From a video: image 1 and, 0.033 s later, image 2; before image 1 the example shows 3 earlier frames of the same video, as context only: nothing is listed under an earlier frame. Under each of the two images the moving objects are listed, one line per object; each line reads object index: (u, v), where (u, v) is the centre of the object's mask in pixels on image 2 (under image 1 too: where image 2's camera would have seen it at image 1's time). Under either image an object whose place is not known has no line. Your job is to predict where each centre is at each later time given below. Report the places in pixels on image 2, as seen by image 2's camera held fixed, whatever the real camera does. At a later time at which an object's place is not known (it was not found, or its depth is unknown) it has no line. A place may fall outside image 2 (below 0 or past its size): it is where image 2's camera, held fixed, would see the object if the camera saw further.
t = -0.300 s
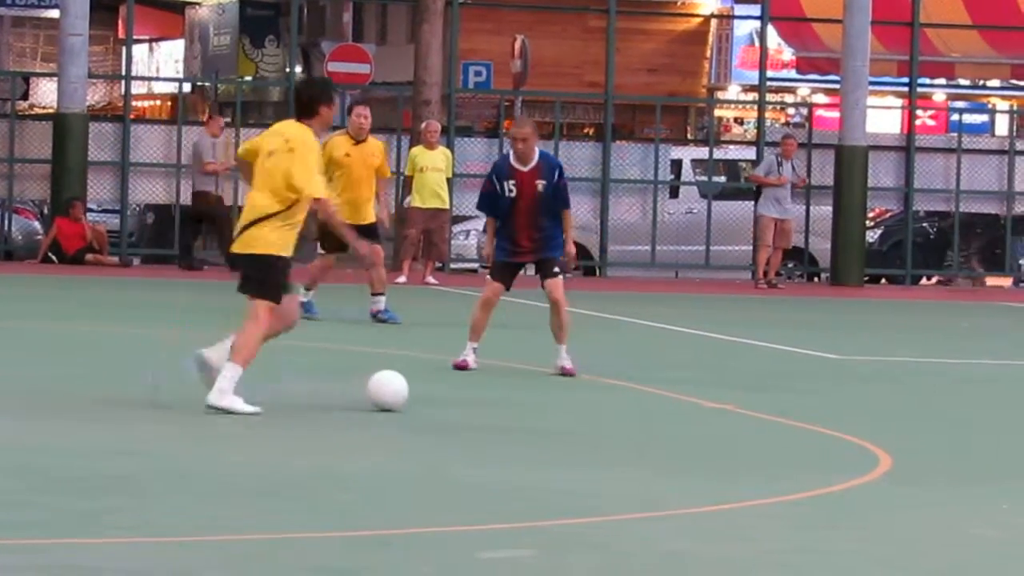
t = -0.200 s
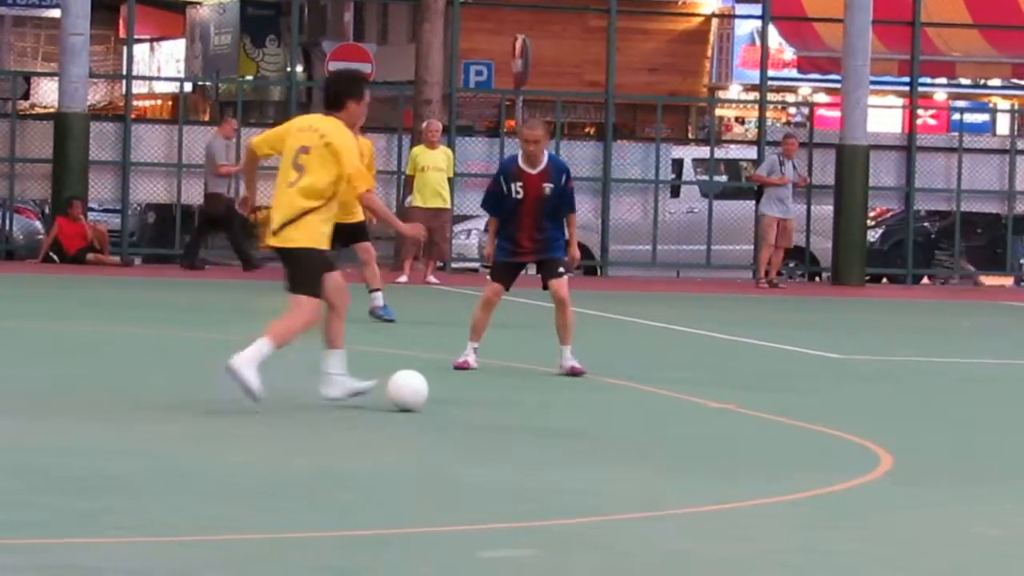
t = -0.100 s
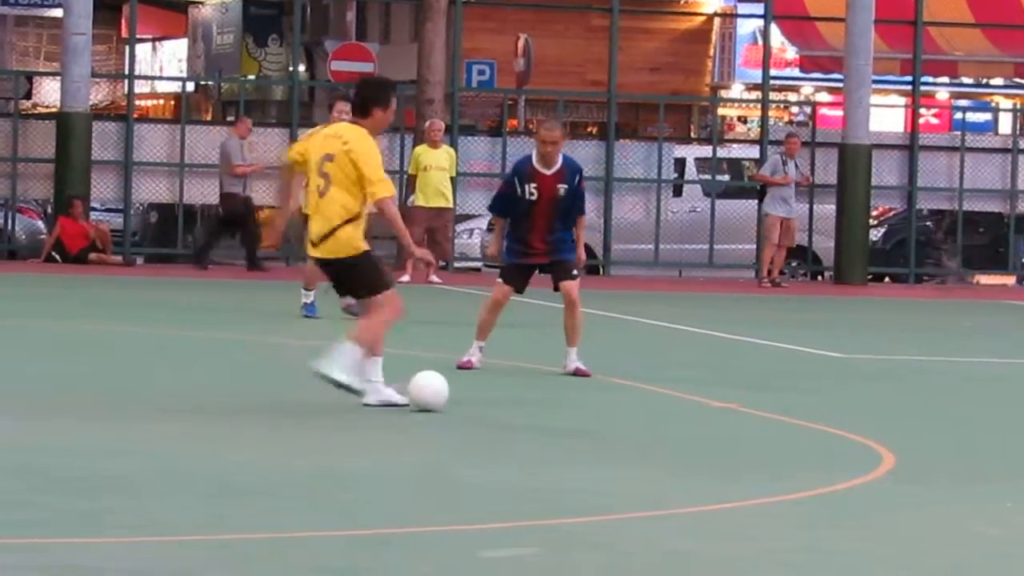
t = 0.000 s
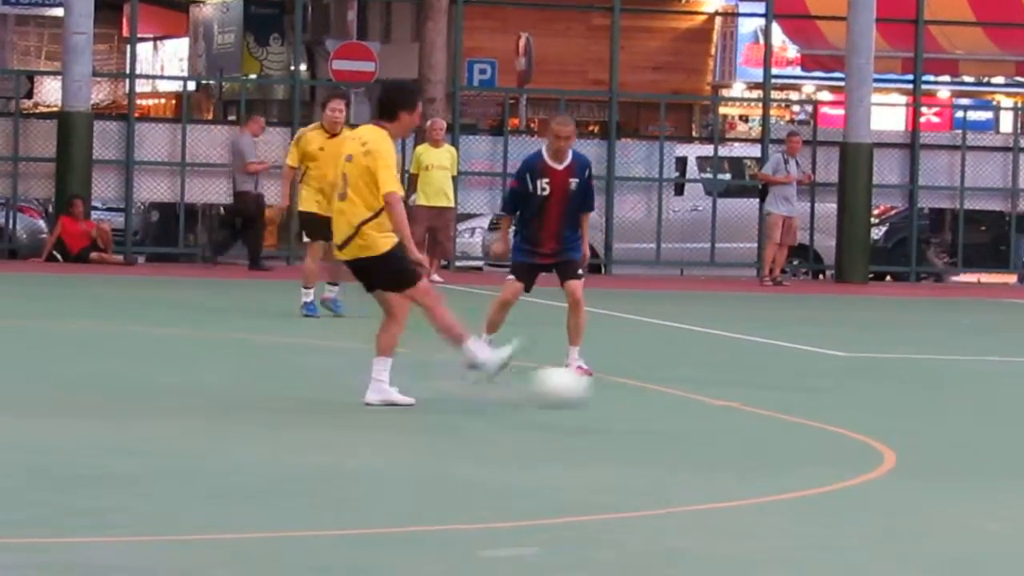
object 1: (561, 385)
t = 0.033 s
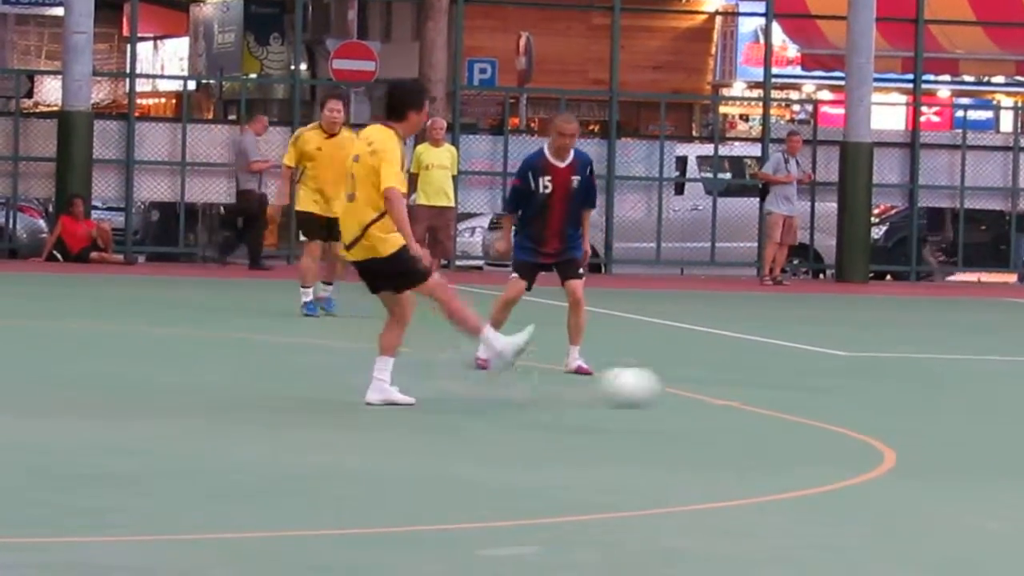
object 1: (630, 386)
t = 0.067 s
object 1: (691, 385)
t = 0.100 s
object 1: (749, 383)
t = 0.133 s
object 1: (804, 383)
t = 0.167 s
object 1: (854, 383)
